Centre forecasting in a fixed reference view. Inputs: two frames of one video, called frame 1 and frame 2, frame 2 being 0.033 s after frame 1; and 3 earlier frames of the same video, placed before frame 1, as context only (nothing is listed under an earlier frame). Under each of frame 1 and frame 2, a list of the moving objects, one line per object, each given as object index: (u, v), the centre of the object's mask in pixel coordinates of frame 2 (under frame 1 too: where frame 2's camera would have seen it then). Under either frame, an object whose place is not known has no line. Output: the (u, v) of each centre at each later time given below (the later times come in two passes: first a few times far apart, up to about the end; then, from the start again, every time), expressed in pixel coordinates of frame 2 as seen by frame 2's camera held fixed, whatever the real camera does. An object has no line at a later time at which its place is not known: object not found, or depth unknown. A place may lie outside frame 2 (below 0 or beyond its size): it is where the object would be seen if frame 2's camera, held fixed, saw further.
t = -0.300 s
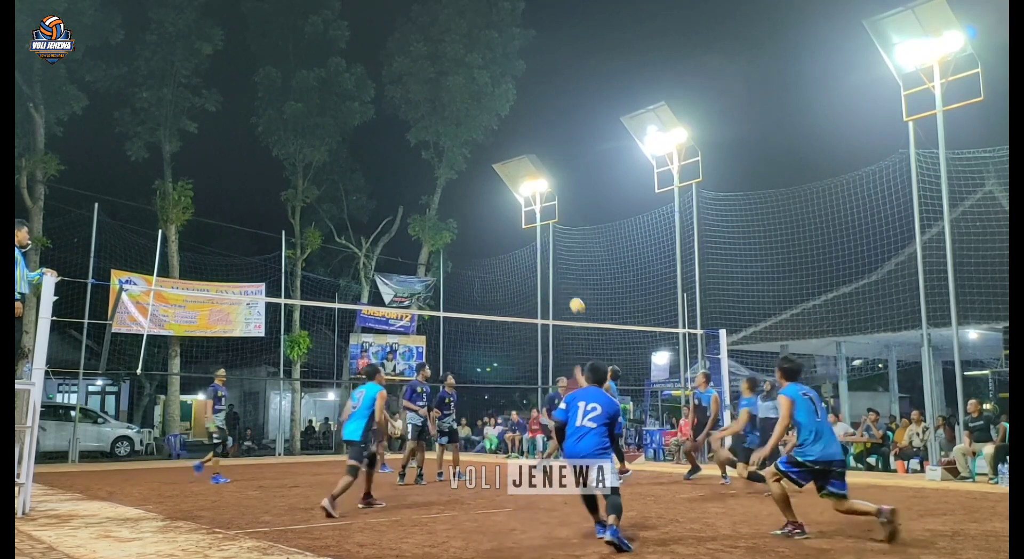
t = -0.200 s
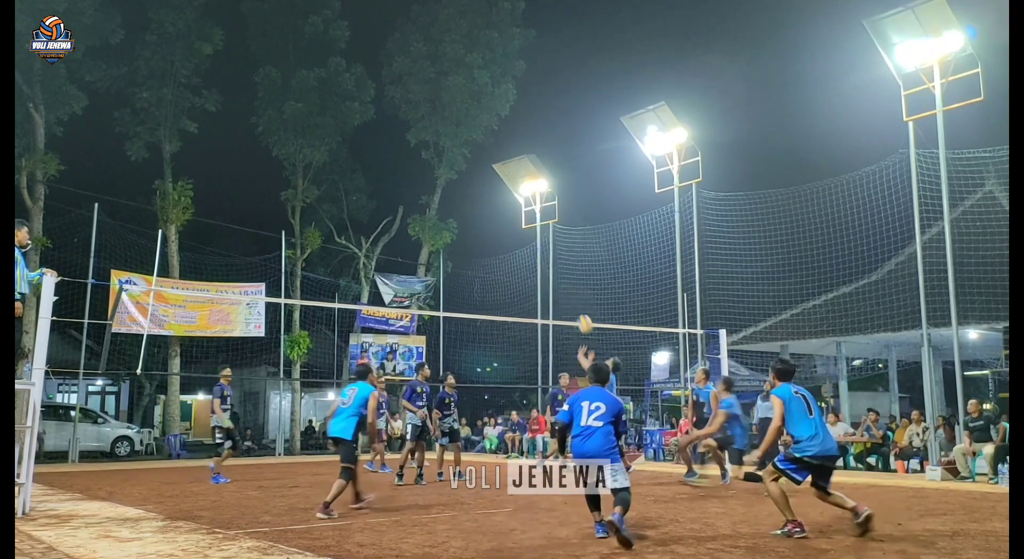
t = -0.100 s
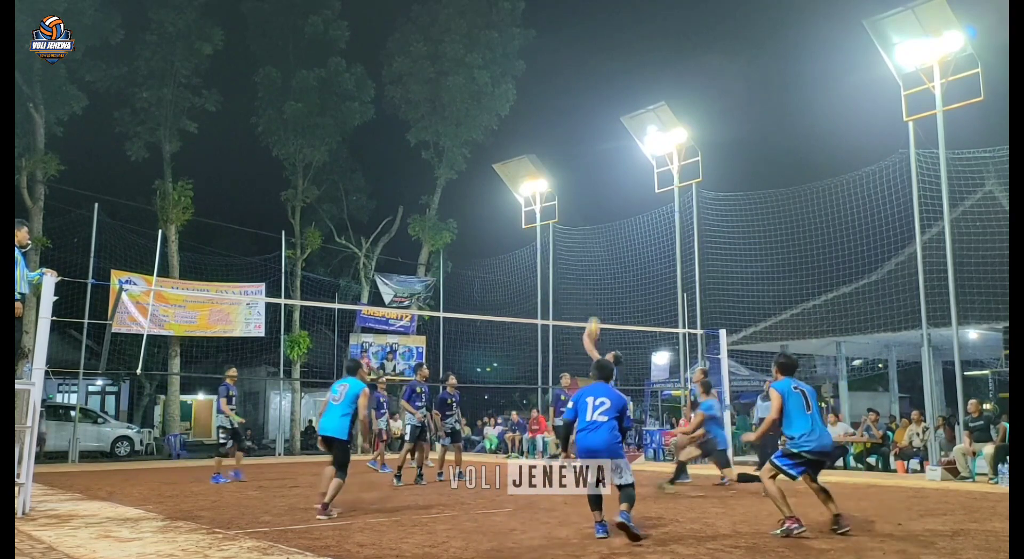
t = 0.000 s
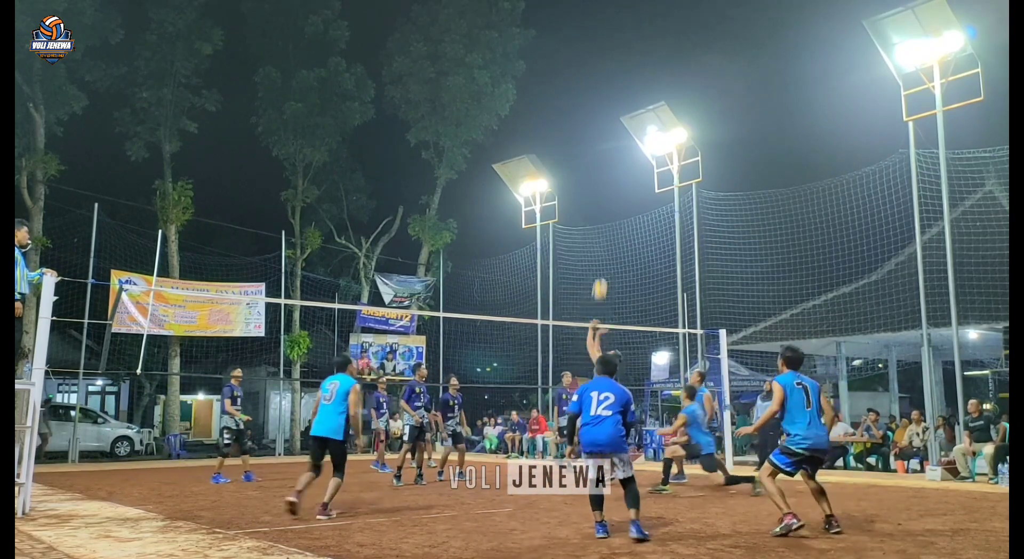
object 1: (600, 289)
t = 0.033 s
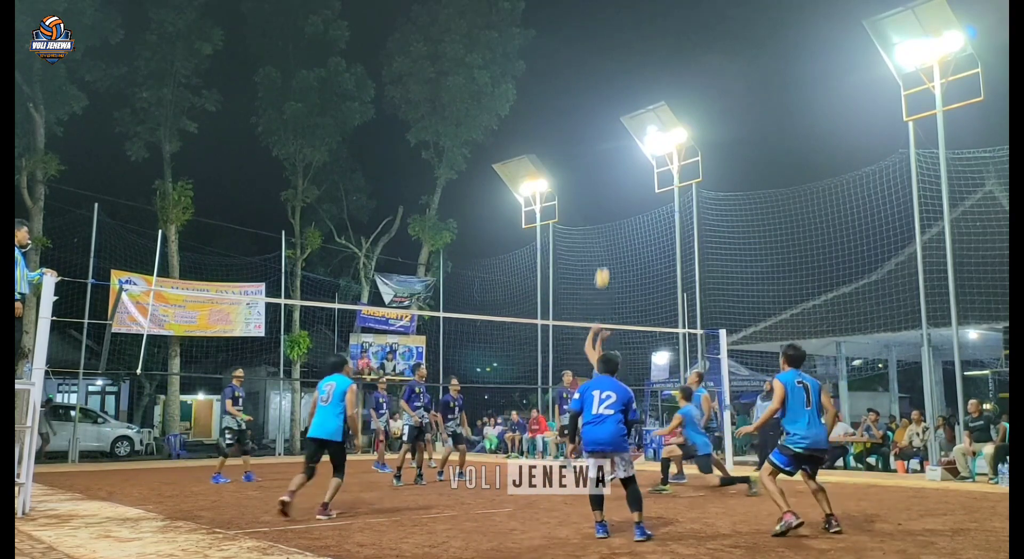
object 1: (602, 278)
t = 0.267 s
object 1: (616, 220)
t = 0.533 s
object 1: (632, 198)
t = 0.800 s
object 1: (648, 220)
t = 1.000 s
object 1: (661, 265)
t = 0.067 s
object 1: (604, 267)
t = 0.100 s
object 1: (606, 257)
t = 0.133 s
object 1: (608, 248)
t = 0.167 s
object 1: (610, 239)
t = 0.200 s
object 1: (612, 233)
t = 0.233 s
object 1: (614, 226)
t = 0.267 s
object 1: (616, 220)
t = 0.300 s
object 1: (619, 215)
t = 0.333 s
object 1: (620, 210)
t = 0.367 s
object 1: (622, 206)
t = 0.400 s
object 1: (624, 203)
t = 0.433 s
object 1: (626, 201)
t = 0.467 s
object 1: (628, 199)
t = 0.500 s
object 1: (630, 198)
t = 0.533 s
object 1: (632, 198)
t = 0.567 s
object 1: (634, 199)
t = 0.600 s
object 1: (636, 199)
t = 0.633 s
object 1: (638, 201)
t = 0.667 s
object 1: (640, 204)
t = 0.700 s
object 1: (642, 207)
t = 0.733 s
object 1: (644, 211)
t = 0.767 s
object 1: (646, 215)
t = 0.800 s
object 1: (648, 220)
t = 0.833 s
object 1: (650, 226)
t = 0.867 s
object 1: (652, 232)
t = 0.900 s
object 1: (654, 239)
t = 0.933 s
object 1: (656, 247)
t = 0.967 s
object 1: (659, 256)
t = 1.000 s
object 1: (661, 265)
